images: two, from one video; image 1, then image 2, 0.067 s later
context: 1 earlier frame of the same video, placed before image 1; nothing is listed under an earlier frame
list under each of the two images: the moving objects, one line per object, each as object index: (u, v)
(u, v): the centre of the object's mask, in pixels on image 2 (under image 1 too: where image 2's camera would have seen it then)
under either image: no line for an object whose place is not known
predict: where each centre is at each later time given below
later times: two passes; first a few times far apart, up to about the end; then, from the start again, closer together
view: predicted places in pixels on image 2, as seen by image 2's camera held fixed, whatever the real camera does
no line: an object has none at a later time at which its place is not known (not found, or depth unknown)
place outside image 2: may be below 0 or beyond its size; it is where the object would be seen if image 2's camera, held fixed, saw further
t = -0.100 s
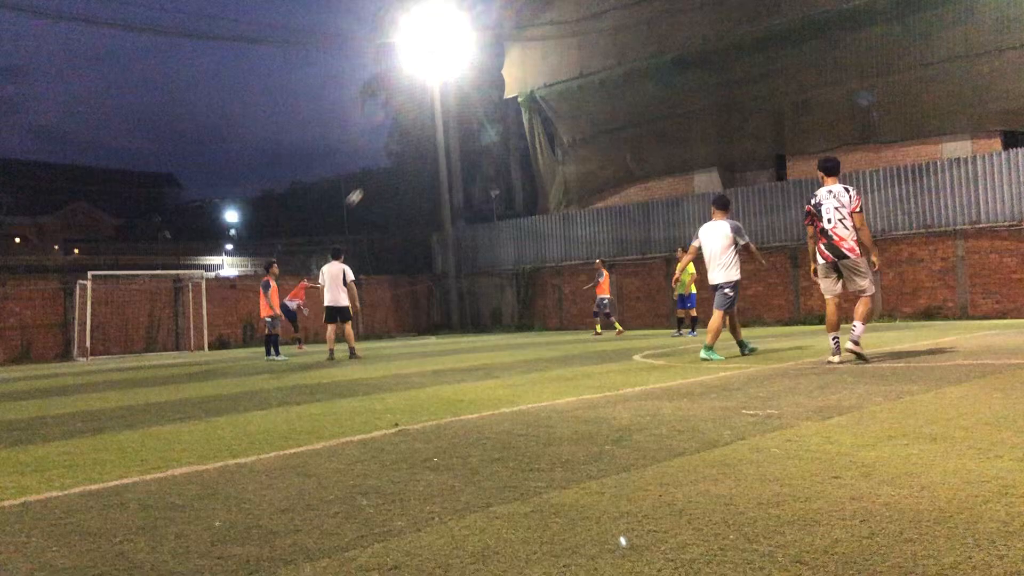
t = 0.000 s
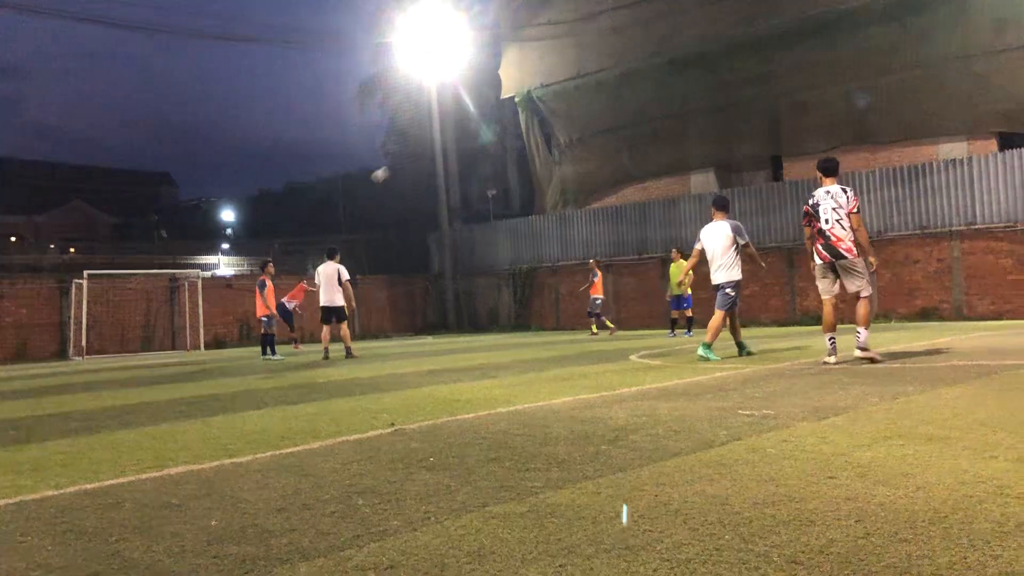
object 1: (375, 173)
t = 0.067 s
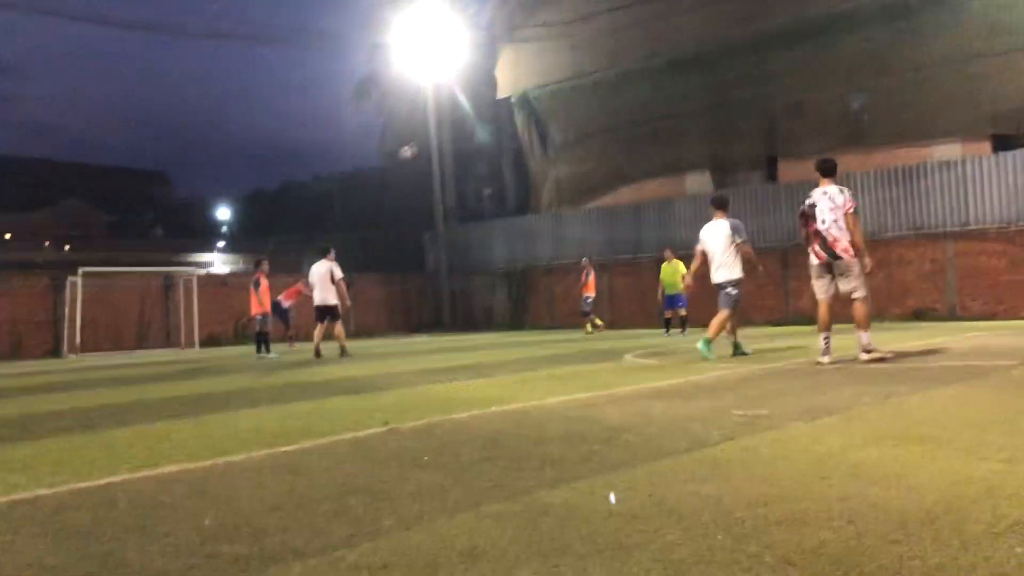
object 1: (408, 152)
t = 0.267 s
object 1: (529, 76)
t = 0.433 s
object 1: (642, 26)
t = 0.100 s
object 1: (423, 141)
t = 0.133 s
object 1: (441, 128)
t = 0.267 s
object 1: (529, 76)
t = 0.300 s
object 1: (550, 66)
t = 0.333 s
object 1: (572, 56)
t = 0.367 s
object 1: (593, 46)
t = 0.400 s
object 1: (617, 37)
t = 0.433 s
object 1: (642, 26)
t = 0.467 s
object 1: (666, 16)
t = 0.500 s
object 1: (694, 6)
